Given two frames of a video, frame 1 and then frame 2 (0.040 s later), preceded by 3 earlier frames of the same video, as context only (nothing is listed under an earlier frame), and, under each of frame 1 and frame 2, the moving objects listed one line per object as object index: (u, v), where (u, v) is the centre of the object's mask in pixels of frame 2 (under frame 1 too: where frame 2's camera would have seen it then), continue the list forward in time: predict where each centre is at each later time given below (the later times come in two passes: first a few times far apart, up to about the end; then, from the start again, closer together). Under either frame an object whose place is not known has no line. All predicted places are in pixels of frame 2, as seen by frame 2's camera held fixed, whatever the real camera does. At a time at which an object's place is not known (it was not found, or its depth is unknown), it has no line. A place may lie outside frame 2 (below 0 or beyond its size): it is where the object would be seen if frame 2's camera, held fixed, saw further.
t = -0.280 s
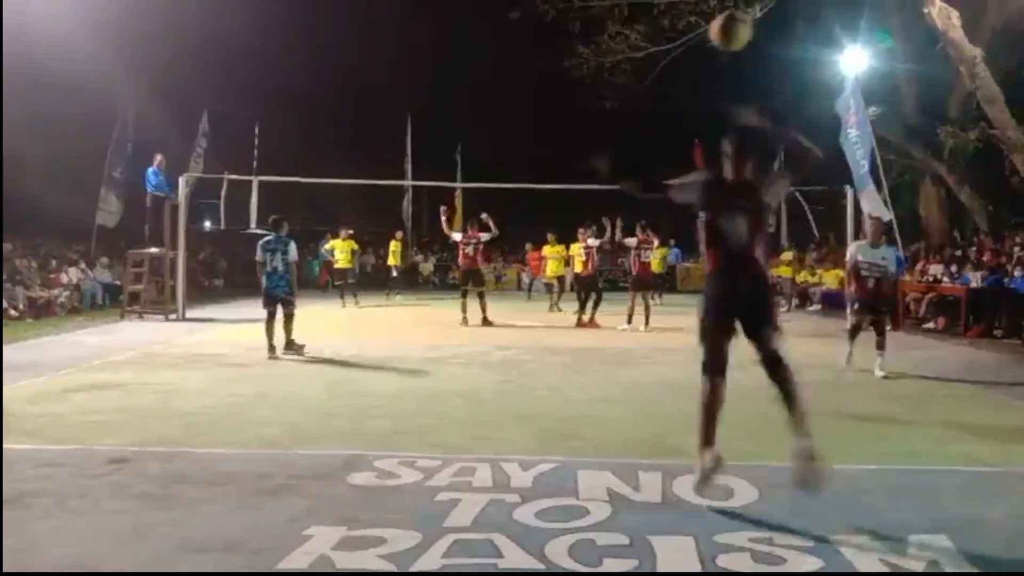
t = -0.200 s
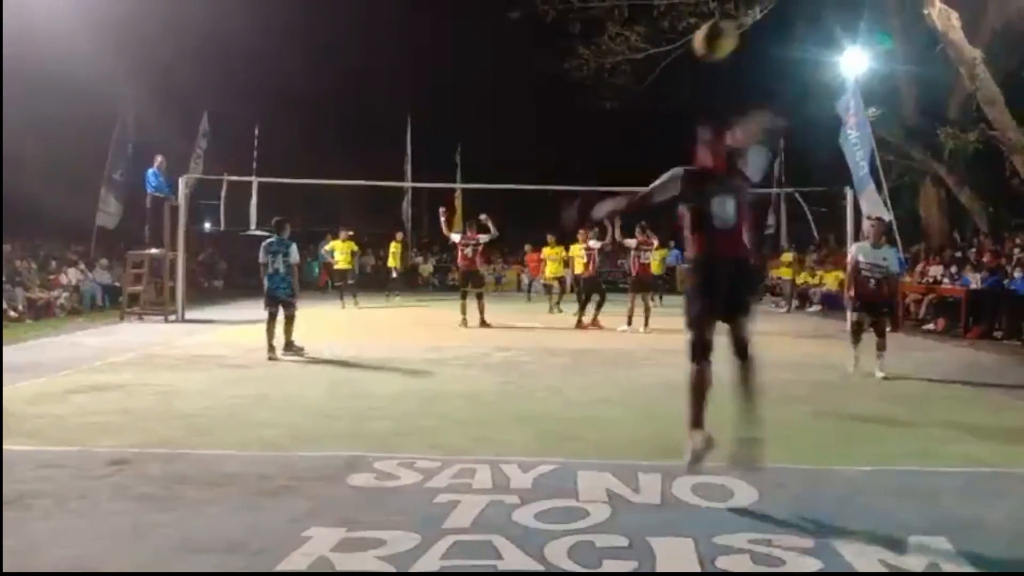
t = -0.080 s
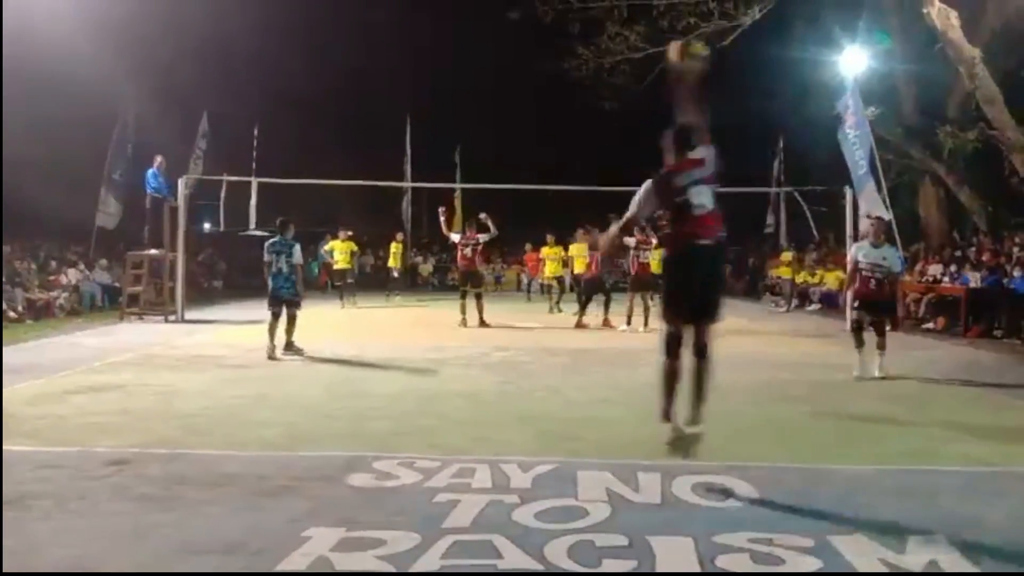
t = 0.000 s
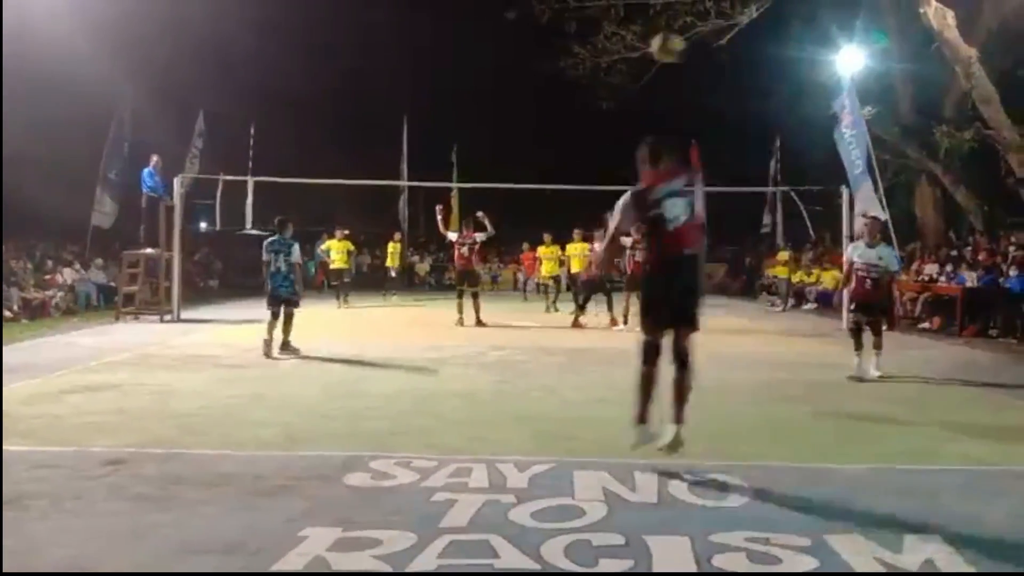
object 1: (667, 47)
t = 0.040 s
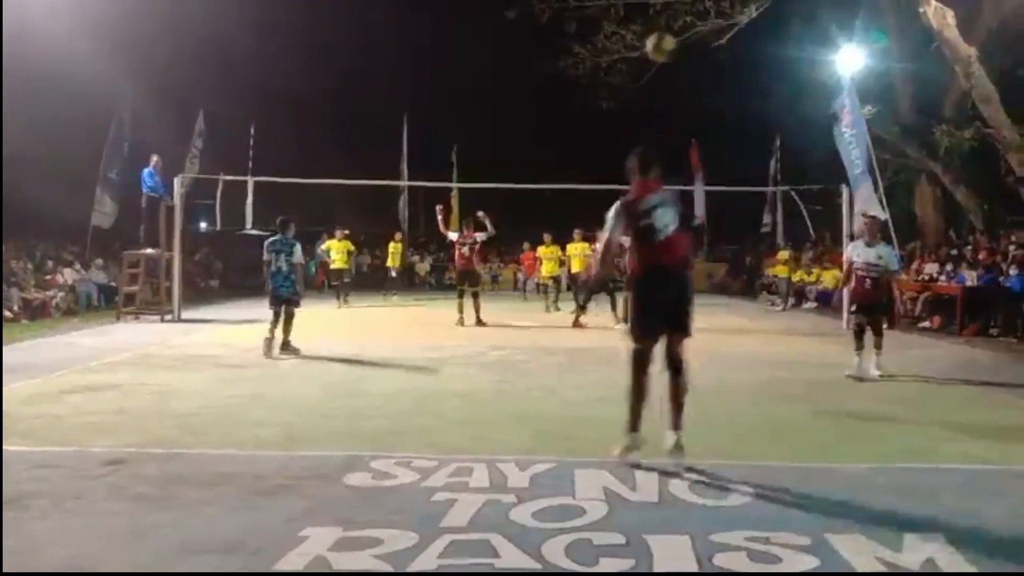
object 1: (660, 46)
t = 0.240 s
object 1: (645, 65)
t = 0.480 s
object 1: (641, 111)
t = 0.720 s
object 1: (640, 165)
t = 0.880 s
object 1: (641, 200)
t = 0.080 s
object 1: (655, 49)
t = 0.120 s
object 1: (652, 52)
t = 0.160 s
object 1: (649, 55)
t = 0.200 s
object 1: (646, 60)
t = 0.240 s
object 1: (645, 65)
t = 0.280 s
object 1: (644, 71)
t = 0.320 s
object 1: (643, 78)
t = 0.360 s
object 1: (643, 86)
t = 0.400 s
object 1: (641, 93)
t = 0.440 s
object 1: (641, 102)
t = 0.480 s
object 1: (641, 111)
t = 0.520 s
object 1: (641, 120)
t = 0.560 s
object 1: (641, 128)
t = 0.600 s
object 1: (641, 138)
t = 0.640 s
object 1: (640, 147)
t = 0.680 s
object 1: (640, 156)
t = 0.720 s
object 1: (640, 165)
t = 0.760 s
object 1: (640, 174)
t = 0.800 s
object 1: (640, 183)
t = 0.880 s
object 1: (641, 200)
